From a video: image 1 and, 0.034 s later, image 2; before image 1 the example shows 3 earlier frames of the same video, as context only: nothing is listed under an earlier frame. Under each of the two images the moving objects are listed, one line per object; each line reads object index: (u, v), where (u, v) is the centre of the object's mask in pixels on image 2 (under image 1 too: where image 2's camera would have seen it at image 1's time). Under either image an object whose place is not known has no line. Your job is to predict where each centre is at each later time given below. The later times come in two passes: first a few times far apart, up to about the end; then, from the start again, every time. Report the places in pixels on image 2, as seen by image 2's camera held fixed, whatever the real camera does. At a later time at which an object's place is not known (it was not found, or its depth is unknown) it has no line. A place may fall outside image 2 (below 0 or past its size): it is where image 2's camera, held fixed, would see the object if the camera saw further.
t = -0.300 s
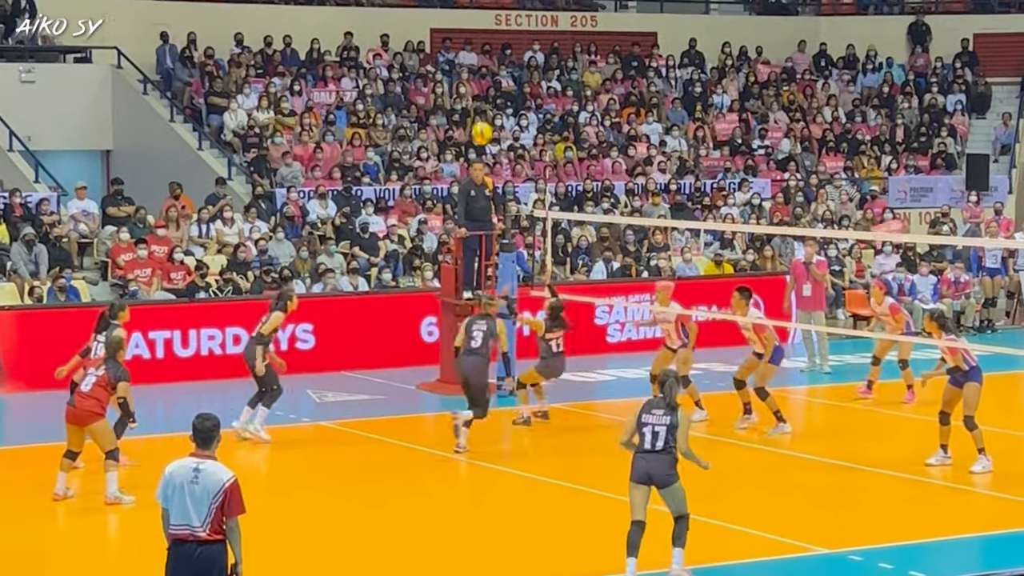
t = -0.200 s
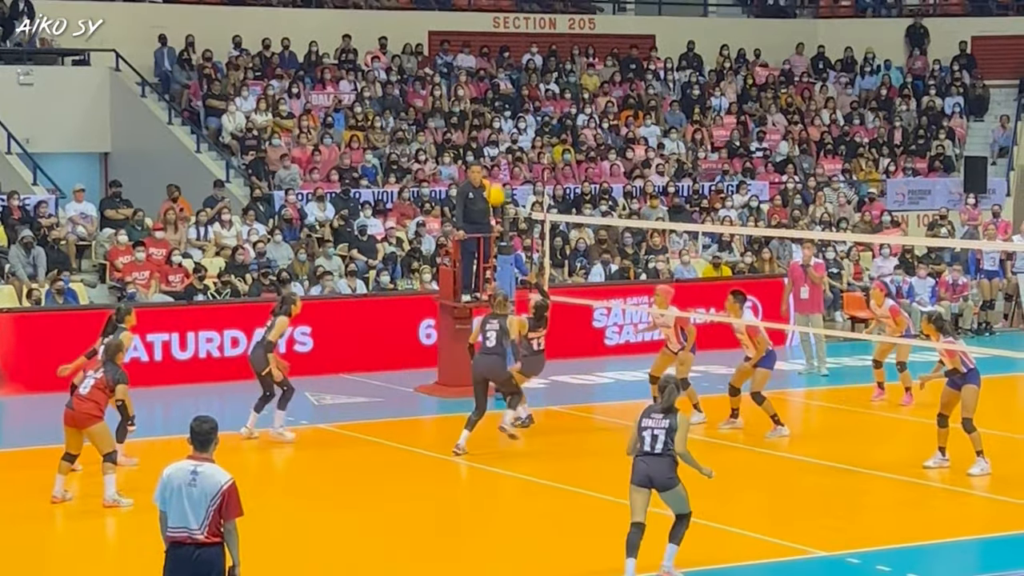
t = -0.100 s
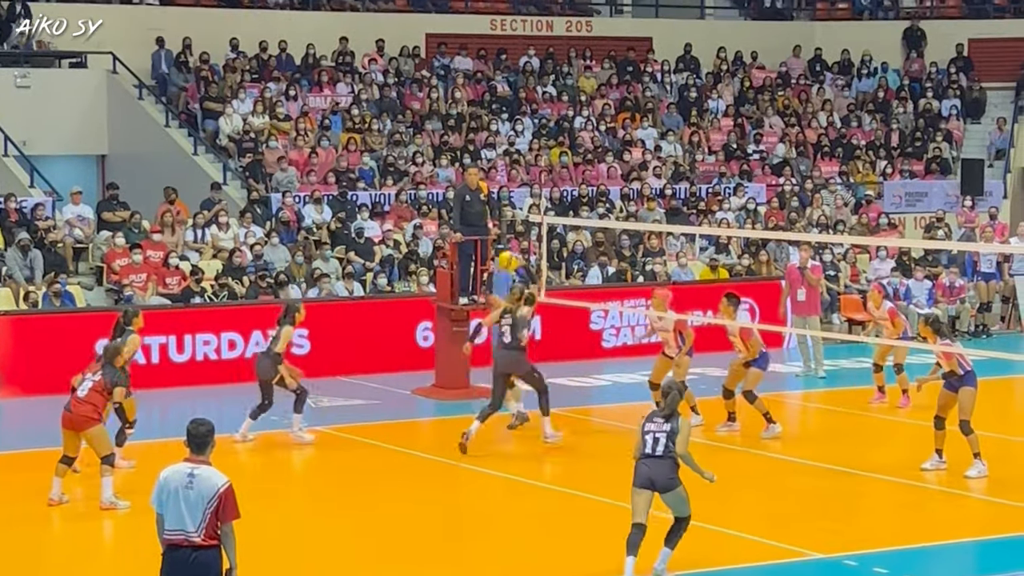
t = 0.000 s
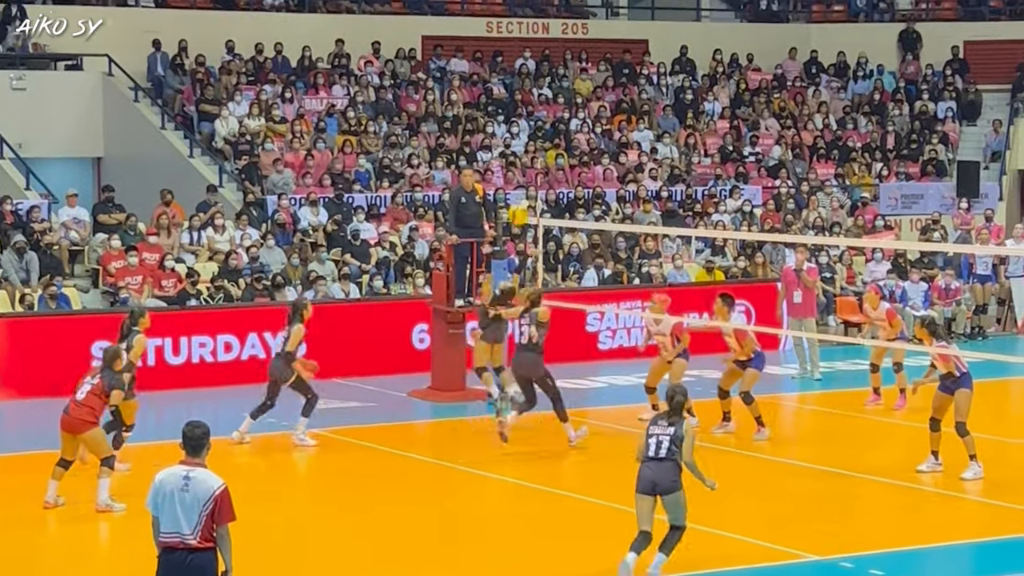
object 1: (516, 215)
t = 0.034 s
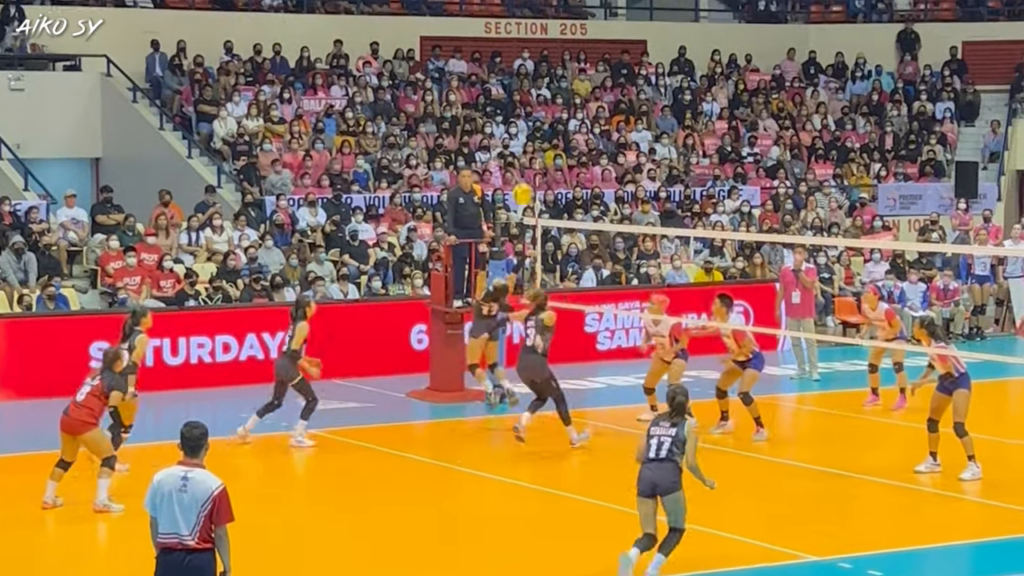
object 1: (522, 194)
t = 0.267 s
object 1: (558, 80)
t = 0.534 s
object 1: (599, 9)
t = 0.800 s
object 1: (642, 4)
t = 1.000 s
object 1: (674, 48)
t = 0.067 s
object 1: (527, 175)
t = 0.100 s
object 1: (531, 157)
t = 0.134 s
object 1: (537, 139)
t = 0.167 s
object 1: (542, 123)
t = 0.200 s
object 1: (547, 108)
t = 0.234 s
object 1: (553, 93)
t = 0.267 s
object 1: (558, 80)
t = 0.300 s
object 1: (564, 68)
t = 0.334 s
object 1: (569, 56)
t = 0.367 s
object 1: (574, 46)
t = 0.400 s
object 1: (579, 36)
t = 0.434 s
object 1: (584, 28)
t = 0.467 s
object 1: (589, 21)
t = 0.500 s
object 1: (594, 14)
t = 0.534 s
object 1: (599, 9)
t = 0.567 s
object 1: (605, 5)
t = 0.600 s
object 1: (610, 3)
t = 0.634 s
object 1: (615, 1)
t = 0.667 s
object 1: (621, 1)
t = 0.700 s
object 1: (626, 1)
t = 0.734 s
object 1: (631, 1)
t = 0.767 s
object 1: (636, 2)
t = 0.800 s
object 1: (642, 4)
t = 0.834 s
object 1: (647, 9)
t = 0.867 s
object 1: (652, 14)
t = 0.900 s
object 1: (658, 20)
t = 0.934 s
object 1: (662, 29)
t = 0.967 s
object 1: (668, 38)
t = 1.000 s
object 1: (674, 48)
